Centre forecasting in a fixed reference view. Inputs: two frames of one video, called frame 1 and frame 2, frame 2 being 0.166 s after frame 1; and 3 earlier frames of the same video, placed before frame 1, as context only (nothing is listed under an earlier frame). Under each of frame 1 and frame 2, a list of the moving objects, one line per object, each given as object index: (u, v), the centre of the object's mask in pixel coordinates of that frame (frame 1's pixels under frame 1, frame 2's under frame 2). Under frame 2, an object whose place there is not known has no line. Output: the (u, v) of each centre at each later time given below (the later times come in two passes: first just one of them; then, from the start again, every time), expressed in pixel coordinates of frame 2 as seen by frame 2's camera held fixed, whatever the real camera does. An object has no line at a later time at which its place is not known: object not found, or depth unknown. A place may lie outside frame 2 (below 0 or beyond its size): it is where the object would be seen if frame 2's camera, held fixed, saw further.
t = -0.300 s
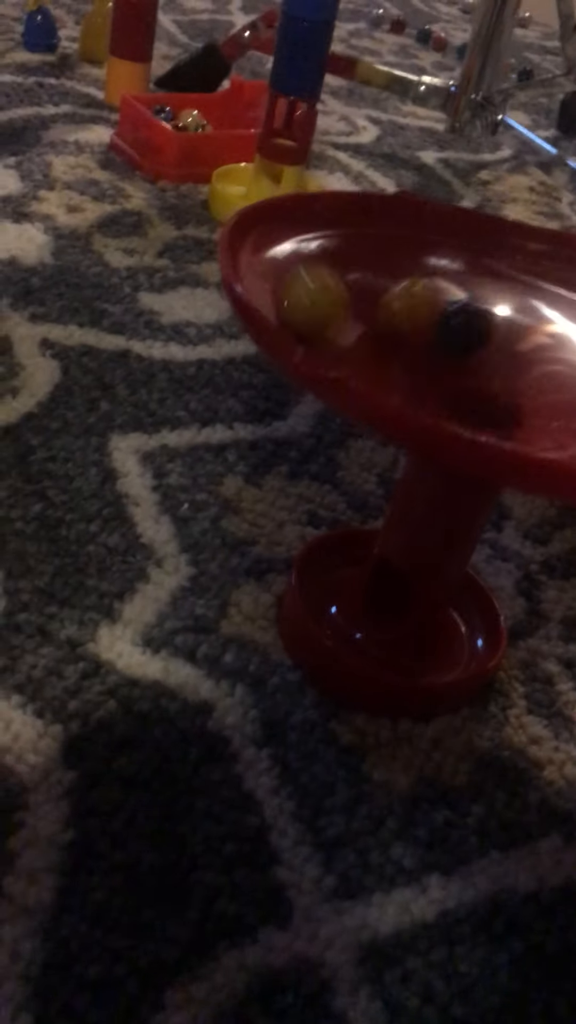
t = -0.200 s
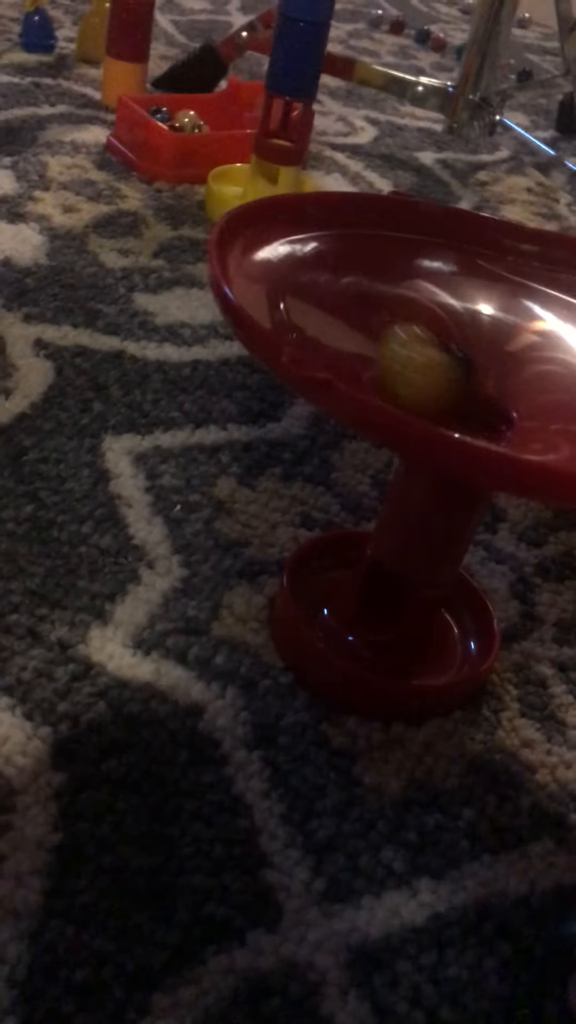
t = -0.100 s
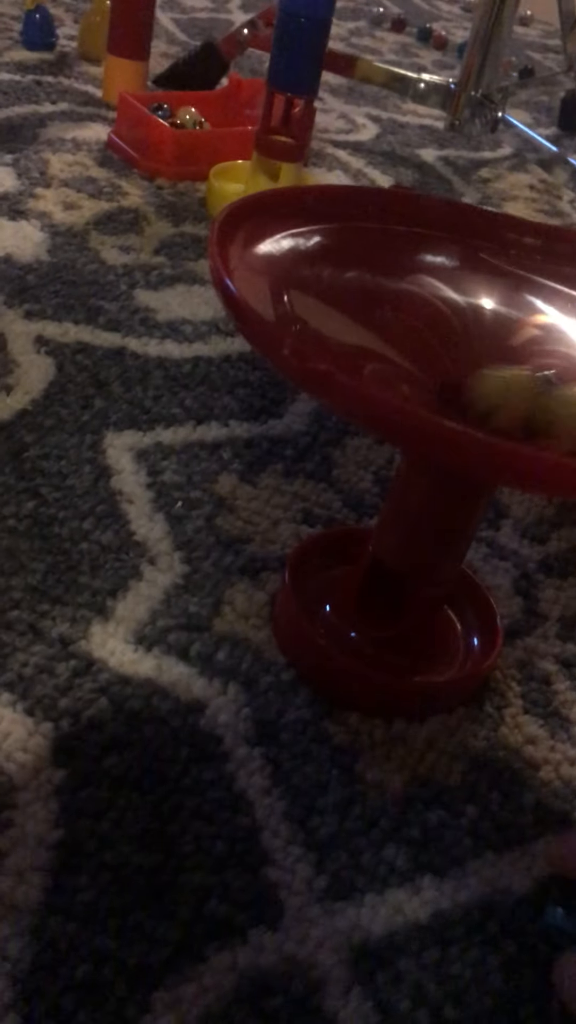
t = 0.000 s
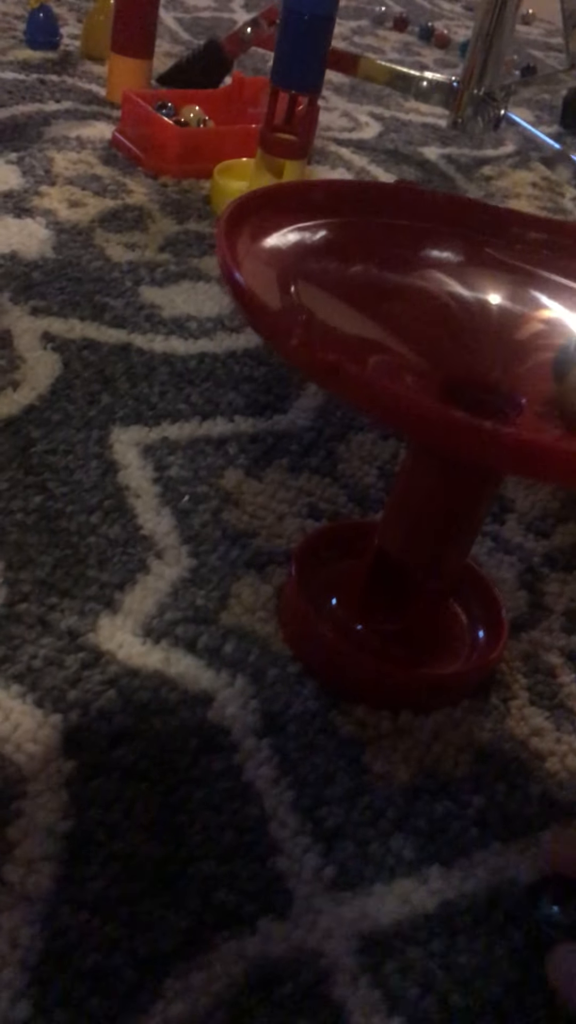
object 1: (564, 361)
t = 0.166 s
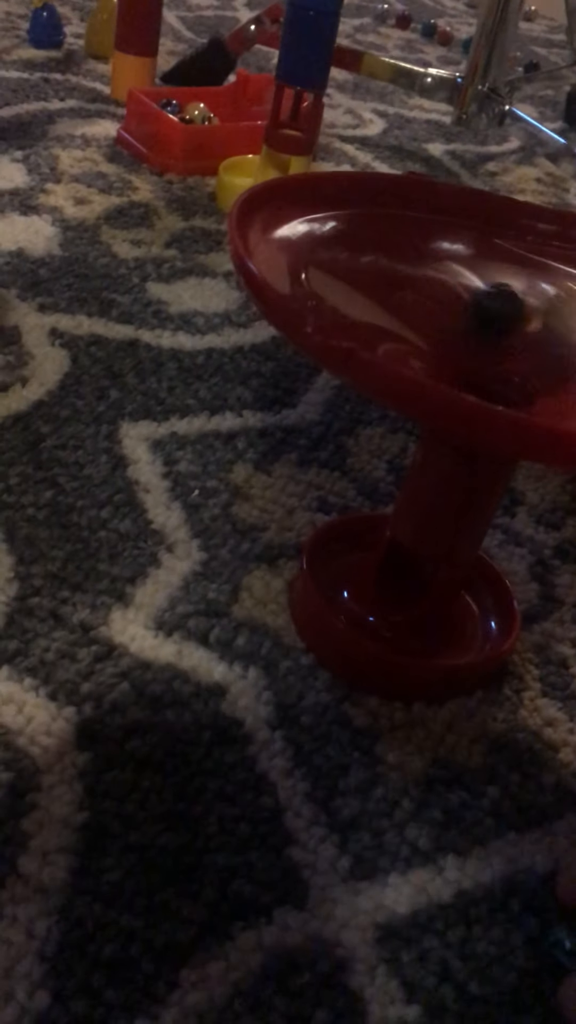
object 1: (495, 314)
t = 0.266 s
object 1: (449, 329)
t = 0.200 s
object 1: (474, 314)
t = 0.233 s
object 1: (458, 318)
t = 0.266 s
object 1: (449, 329)
